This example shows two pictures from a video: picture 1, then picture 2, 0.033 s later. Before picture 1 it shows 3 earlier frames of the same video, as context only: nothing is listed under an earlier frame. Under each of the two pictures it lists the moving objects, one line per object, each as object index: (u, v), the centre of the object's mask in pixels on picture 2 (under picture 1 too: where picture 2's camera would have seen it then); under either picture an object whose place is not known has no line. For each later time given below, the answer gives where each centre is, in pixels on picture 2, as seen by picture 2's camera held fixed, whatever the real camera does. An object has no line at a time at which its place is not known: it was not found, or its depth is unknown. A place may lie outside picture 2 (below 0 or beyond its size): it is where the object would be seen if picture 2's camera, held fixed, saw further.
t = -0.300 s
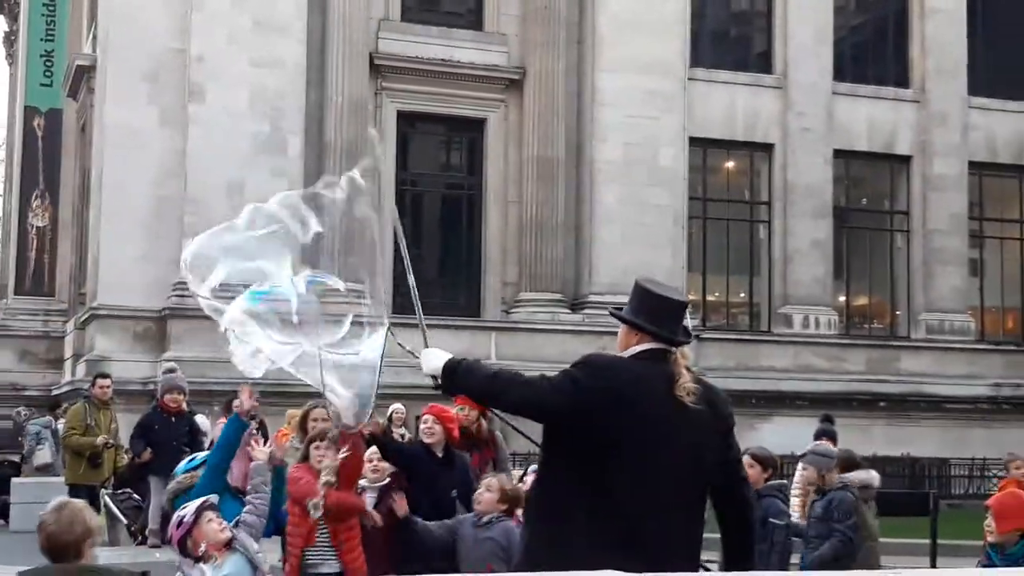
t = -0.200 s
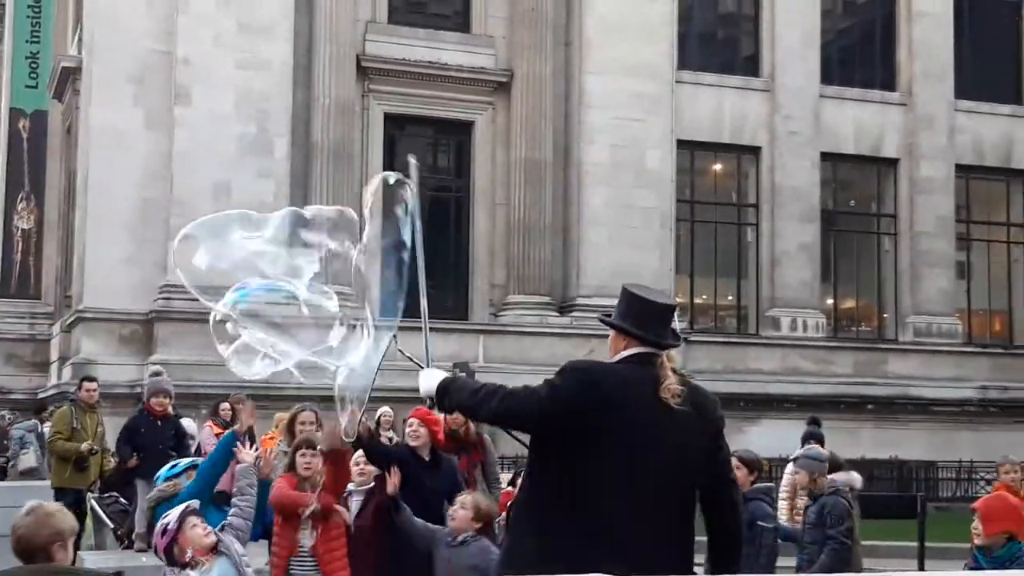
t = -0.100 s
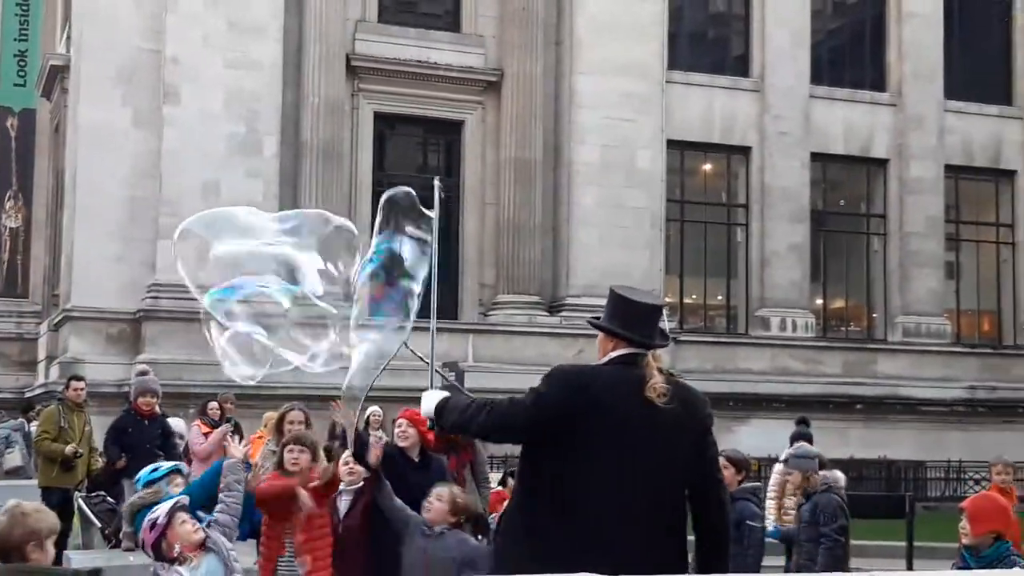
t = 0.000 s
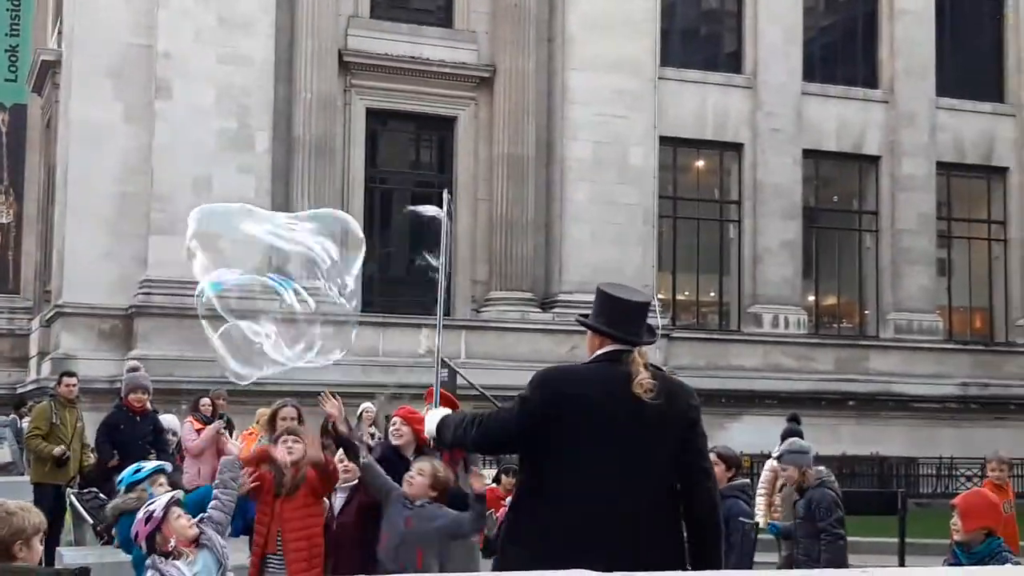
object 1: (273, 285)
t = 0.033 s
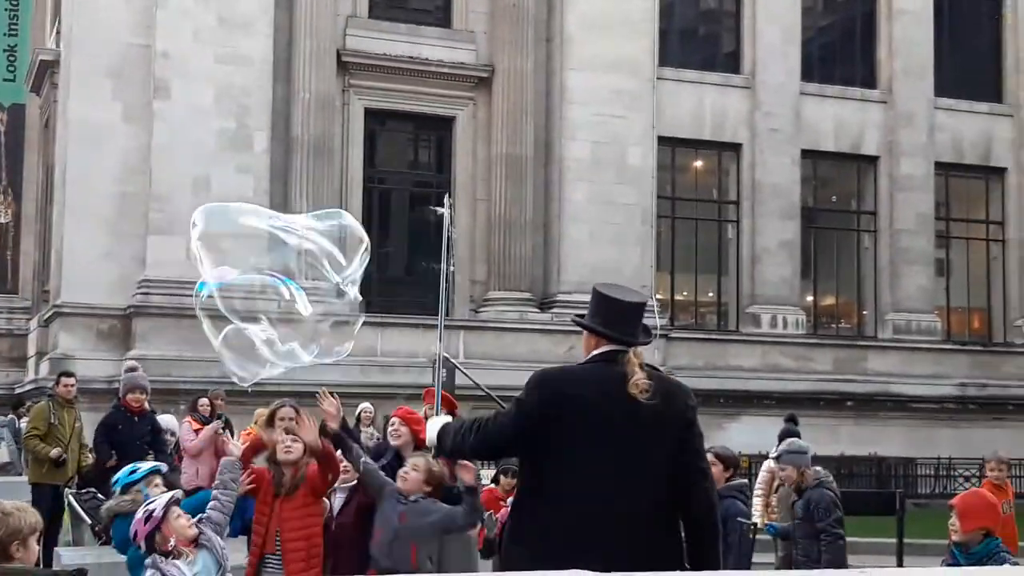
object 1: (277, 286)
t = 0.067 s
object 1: (280, 288)
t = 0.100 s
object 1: (284, 288)
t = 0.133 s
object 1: (290, 287)
